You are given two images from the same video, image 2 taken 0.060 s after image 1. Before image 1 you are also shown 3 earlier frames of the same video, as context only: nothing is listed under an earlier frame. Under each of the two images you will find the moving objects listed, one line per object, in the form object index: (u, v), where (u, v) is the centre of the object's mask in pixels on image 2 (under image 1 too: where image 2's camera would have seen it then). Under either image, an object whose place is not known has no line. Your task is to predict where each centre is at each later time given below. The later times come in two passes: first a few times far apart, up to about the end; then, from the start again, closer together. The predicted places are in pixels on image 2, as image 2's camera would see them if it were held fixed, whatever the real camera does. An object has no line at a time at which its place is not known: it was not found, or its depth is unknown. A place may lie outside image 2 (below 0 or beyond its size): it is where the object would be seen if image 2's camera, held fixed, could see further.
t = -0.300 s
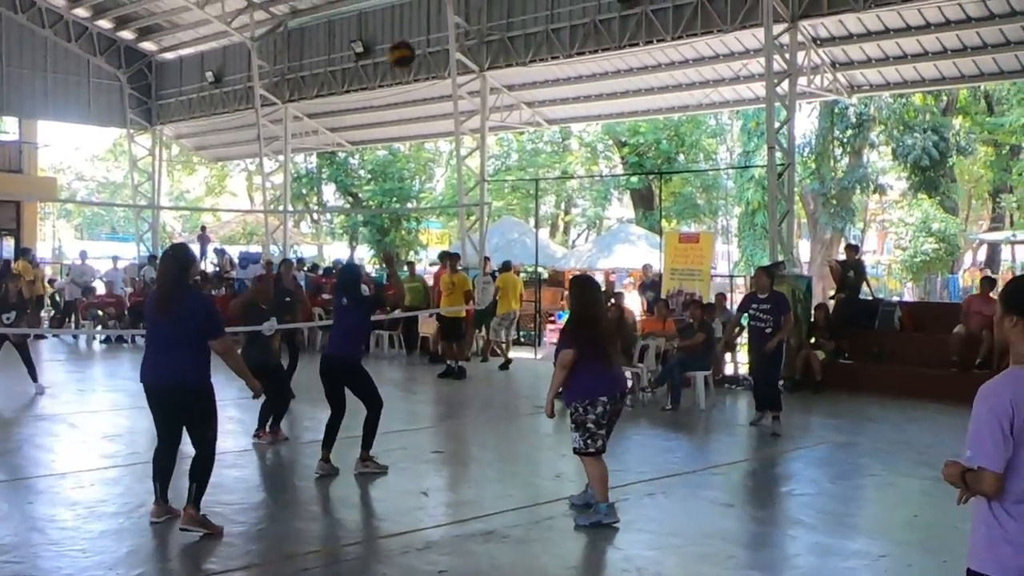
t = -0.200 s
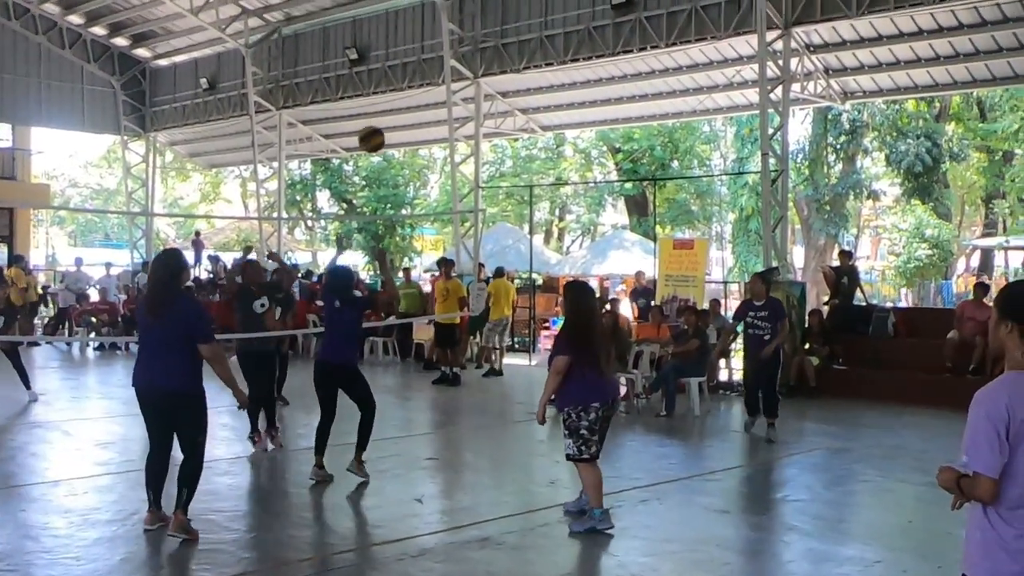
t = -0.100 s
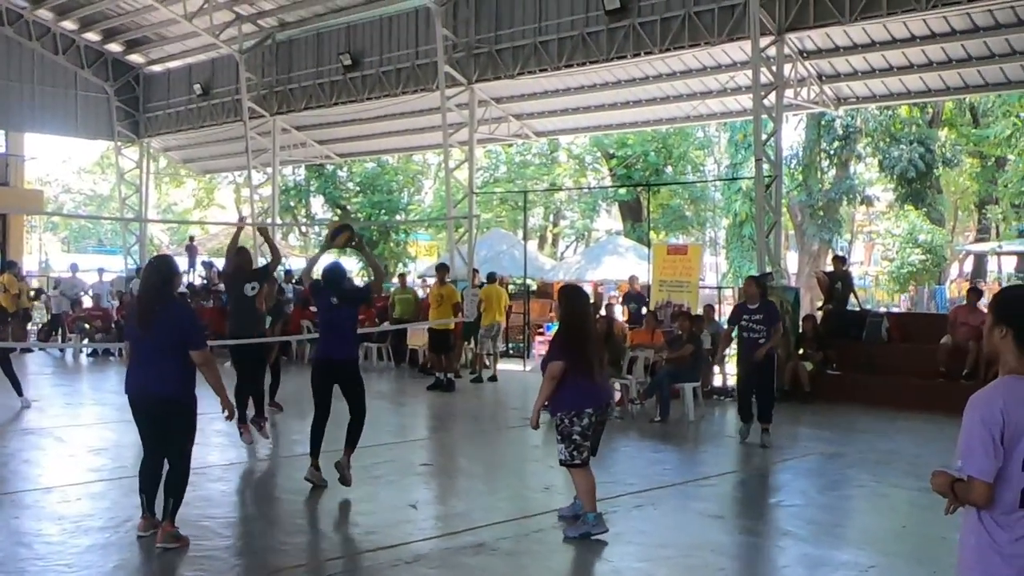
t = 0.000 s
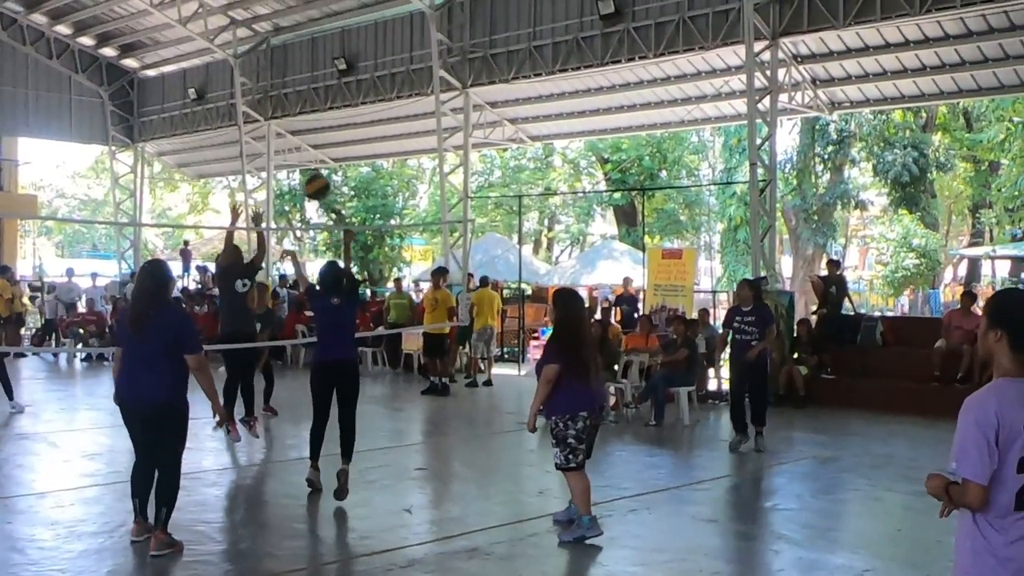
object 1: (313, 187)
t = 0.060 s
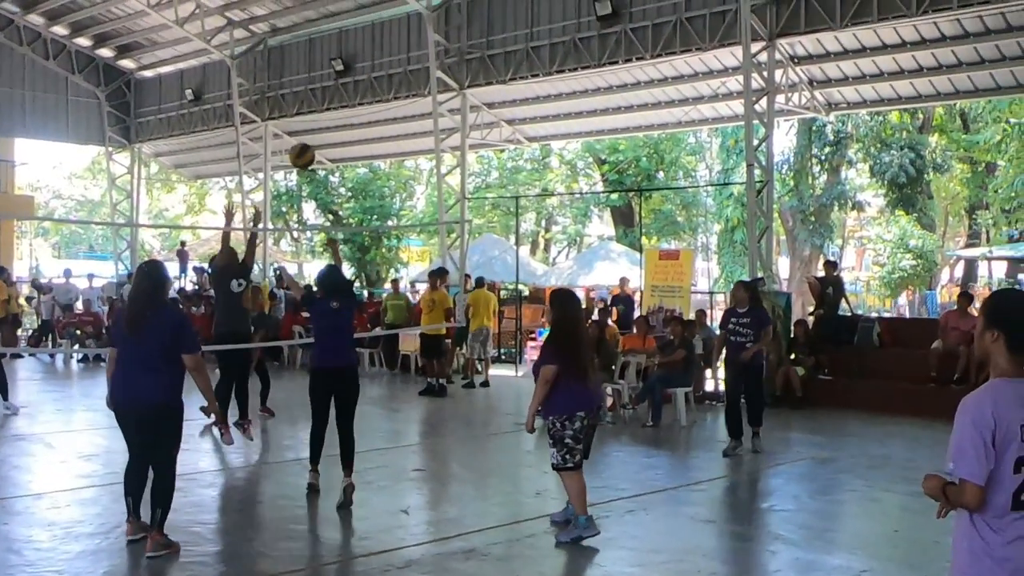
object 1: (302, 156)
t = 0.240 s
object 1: (270, 96)
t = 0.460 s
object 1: (237, 82)
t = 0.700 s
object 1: (205, 125)
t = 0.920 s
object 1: (178, 206)
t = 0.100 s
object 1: (294, 138)
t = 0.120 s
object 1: (290, 129)
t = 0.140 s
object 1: (287, 123)
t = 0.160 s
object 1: (284, 116)
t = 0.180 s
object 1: (280, 109)
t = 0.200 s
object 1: (277, 105)
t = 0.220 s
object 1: (274, 100)
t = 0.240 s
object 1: (270, 96)
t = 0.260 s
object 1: (267, 91)
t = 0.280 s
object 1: (265, 88)
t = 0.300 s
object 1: (261, 86)
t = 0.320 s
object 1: (258, 84)
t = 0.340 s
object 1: (255, 82)
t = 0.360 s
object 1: (251, 81)
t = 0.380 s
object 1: (248, 80)
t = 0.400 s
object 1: (246, 79)
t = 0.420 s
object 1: (243, 80)
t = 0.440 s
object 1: (240, 80)
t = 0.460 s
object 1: (237, 82)
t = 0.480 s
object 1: (233, 83)
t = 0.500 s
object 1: (231, 85)
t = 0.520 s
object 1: (228, 88)
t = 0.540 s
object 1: (225, 91)
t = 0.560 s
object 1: (223, 94)
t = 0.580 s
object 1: (220, 97)
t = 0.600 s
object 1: (218, 100)
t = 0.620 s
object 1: (214, 105)
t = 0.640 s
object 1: (211, 108)
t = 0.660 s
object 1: (209, 114)
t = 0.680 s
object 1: (208, 119)
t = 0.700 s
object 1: (205, 125)
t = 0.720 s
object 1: (203, 131)
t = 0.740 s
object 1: (199, 137)
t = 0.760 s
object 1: (196, 143)
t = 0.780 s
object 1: (194, 150)
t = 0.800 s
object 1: (192, 157)
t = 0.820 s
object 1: (189, 165)
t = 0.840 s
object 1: (187, 172)
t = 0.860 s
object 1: (185, 180)
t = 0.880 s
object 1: (182, 188)
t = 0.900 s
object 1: (180, 197)
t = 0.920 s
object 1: (178, 206)
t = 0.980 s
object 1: (170, 235)
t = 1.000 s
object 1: (168, 243)
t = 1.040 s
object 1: (163, 264)
